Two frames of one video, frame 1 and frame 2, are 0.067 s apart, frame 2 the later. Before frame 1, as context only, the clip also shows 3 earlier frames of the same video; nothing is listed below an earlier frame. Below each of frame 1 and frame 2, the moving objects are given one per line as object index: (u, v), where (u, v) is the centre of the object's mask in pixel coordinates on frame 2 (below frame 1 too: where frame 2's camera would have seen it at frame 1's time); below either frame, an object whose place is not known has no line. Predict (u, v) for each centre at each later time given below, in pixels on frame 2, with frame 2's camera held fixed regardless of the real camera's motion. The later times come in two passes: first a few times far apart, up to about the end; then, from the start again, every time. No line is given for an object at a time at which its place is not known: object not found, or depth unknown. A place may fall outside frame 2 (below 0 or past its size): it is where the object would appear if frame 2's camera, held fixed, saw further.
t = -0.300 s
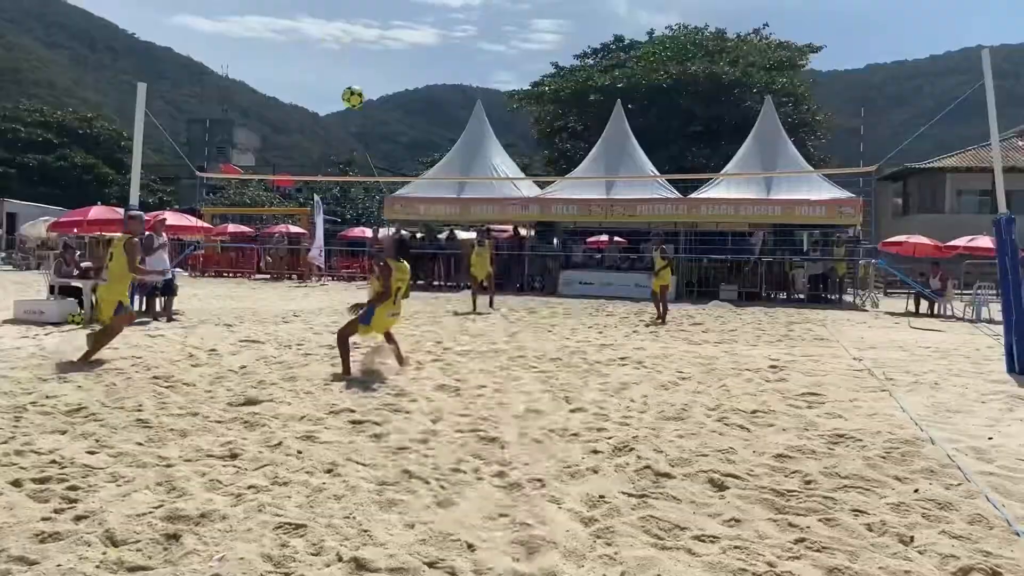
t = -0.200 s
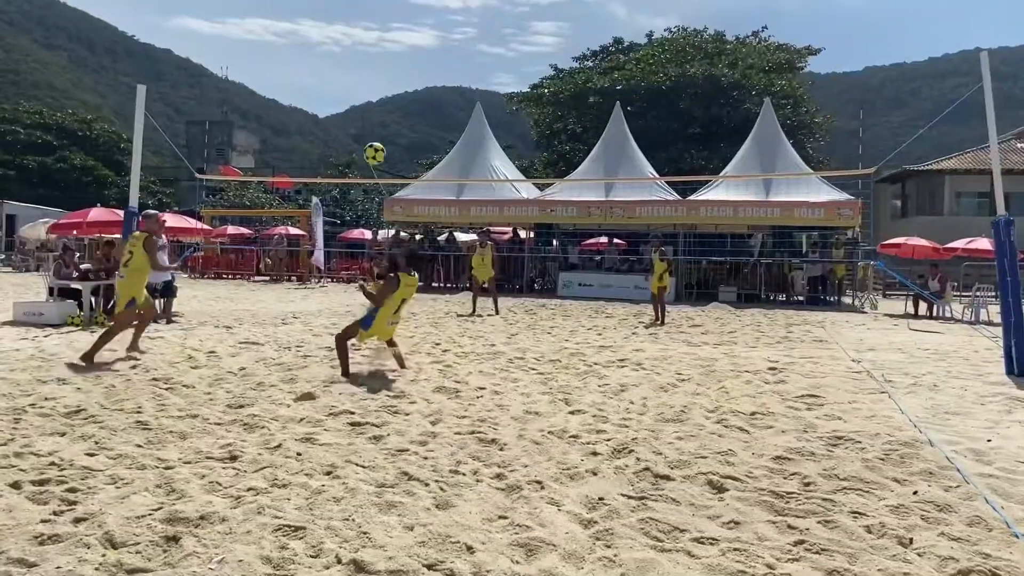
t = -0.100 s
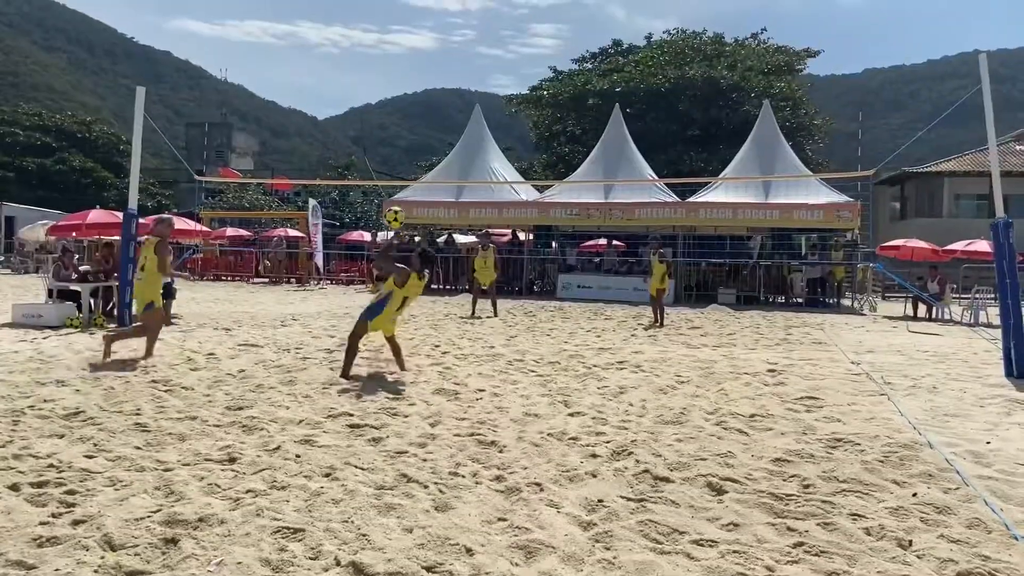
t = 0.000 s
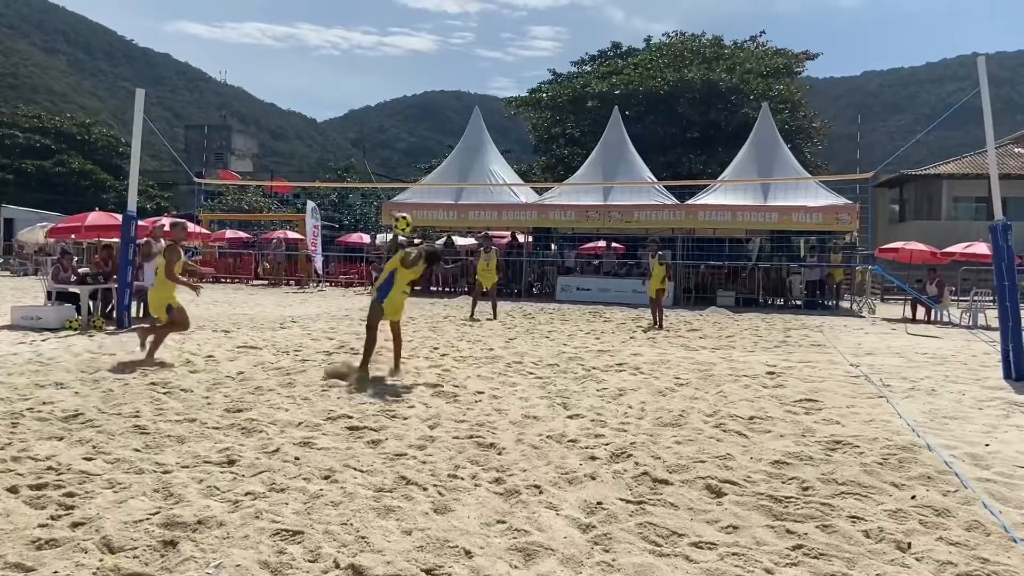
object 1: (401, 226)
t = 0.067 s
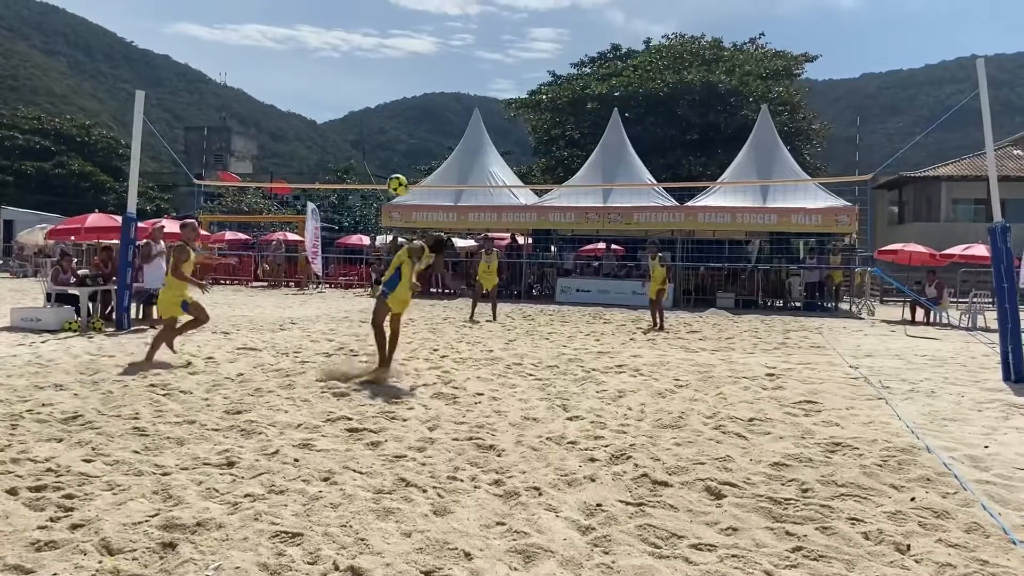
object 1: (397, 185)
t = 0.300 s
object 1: (383, 84)
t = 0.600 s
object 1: (366, 38)
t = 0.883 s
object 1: (352, 69)
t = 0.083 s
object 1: (396, 176)
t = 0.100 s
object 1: (395, 167)
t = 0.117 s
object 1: (394, 158)
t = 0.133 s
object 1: (393, 150)
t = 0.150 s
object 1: (392, 142)
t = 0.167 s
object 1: (391, 134)
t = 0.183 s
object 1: (390, 127)
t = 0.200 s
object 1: (389, 120)
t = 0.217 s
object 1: (387, 113)
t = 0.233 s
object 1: (387, 107)
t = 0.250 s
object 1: (386, 101)
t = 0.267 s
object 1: (385, 95)
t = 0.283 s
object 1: (384, 91)
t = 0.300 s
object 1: (383, 84)
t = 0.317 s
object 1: (382, 80)
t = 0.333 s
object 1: (381, 75)
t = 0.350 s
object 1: (379, 71)
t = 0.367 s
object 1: (379, 68)
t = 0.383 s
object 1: (378, 64)
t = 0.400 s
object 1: (377, 60)
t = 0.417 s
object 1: (376, 57)
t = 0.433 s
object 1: (375, 54)
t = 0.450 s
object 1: (374, 51)
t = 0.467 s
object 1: (373, 48)
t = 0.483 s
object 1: (372, 46)
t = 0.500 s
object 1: (372, 44)
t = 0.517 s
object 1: (371, 42)
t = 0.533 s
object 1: (370, 41)
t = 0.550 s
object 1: (369, 40)
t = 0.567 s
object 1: (368, 39)
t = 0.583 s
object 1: (367, 39)
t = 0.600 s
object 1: (366, 38)
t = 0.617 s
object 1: (365, 38)
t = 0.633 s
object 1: (364, 38)
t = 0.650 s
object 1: (364, 39)
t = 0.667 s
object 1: (363, 40)
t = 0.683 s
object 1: (362, 41)
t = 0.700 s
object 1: (361, 42)
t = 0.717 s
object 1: (360, 43)
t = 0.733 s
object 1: (359, 45)
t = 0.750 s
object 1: (358, 47)
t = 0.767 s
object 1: (358, 49)
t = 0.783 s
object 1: (357, 51)
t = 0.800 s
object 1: (356, 54)
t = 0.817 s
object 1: (355, 56)
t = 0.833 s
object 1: (354, 59)
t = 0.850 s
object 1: (353, 62)
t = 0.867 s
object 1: (353, 66)
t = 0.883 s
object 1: (352, 69)
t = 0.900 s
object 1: (351, 73)
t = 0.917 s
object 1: (350, 77)
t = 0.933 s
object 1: (349, 81)
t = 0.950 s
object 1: (349, 86)
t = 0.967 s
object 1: (349, 91)
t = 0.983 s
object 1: (347, 96)
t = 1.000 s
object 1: (346, 101)
